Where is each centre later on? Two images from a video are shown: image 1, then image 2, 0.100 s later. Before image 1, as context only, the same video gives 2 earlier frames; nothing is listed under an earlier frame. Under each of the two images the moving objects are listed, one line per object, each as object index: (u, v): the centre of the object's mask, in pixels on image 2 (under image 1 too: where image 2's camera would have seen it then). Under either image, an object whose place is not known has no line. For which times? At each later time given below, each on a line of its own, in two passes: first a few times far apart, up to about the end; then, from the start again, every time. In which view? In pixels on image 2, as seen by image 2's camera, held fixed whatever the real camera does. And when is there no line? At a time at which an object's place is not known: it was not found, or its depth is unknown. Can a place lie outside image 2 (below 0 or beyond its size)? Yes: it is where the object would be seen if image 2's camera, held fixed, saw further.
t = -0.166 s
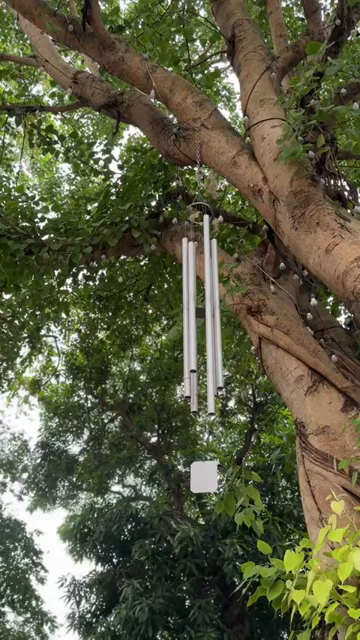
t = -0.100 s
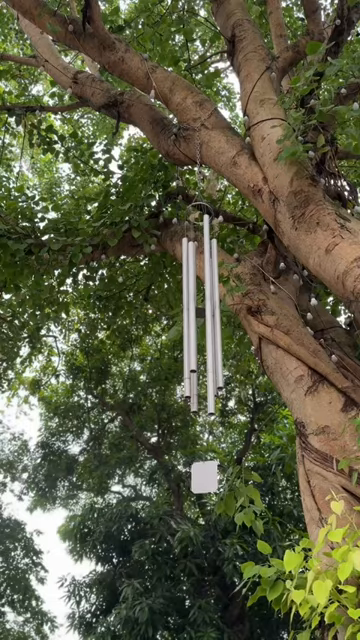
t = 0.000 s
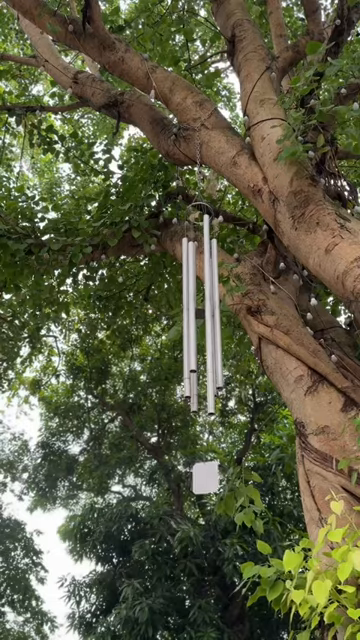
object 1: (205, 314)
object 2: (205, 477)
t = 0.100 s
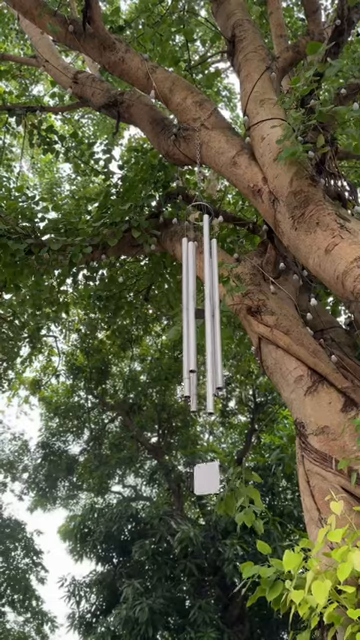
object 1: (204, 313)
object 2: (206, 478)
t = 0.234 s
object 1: (203, 313)
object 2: (207, 479)
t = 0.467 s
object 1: (203, 316)
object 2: (209, 479)
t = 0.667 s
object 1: (202, 316)
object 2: (209, 480)
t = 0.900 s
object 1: (200, 315)
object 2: (207, 480)
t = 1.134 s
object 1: (199, 314)
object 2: (202, 478)
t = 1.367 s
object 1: (199, 313)
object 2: (205, 475)
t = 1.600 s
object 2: (204, 472)
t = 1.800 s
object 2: (201, 471)
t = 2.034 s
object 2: (194, 470)
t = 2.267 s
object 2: (188, 471)
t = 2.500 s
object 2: (184, 473)
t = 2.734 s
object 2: (183, 474)
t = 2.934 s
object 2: (182, 476)
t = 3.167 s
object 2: (183, 476)
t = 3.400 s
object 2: (186, 476)
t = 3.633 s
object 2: (189, 475)
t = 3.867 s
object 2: (192, 473)
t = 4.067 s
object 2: (193, 471)
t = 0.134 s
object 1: (204, 314)
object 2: (207, 478)
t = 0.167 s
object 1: (204, 314)
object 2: (207, 478)
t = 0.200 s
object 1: (204, 315)
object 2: (207, 478)
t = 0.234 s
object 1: (203, 313)
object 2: (207, 479)
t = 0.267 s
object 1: (203, 315)
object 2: (207, 479)
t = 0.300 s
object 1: (203, 315)
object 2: (208, 479)
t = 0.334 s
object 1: (203, 315)
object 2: (208, 479)
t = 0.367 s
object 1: (203, 315)
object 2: (208, 479)
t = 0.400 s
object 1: (203, 315)
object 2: (208, 479)
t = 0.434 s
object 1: (203, 315)
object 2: (208, 479)
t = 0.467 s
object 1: (203, 316)
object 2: (209, 479)
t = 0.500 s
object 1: (202, 314)
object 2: (209, 479)
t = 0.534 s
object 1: (202, 314)
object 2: (209, 480)
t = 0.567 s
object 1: (202, 314)
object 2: (209, 480)
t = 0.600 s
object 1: (202, 316)
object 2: (209, 480)
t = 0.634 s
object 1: (202, 315)
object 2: (209, 480)
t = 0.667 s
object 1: (202, 316)
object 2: (209, 480)
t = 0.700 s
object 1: (202, 316)
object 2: (209, 480)
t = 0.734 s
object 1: (202, 316)
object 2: (208, 480)
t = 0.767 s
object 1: (202, 316)
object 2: (208, 480)
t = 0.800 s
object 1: (202, 316)
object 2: (208, 480)
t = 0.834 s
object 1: (200, 316)
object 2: (208, 480)
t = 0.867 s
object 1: (200, 315)
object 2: (207, 480)
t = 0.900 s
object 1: (200, 315)
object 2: (207, 480)
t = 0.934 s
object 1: (200, 316)
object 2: (207, 480)
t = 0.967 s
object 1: (200, 315)
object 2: (207, 480)
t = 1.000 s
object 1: (200, 316)
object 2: (203, 480)
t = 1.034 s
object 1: (199, 315)
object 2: (203, 477)
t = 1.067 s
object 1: (199, 315)
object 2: (202, 477)
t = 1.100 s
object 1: (199, 314)
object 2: (202, 479)
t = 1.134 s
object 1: (199, 314)
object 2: (202, 478)
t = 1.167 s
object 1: (199, 314)
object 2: (202, 477)
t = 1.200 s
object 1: (199, 313)
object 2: (202, 477)
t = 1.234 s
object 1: (199, 313)
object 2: (201, 476)
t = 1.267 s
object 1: (199, 313)
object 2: (201, 476)
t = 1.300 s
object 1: (199, 313)
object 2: (201, 476)
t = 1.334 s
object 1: (199, 312)
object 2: (200, 475)
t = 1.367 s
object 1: (199, 313)
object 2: (205, 475)
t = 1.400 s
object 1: (199, 313)
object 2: (204, 475)
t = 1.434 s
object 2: (205, 474)
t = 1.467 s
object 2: (205, 473)
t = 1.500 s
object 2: (205, 473)
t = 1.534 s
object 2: (205, 473)
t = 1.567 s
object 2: (205, 473)
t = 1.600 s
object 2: (204, 472)
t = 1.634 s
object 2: (204, 472)
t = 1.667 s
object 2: (203, 472)
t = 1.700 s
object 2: (203, 472)
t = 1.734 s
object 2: (202, 471)
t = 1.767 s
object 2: (201, 471)
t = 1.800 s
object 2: (201, 471)
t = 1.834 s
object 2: (199, 471)
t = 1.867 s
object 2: (199, 470)
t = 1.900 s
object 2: (198, 470)
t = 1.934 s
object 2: (197, 470)
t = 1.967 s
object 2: (196, 470)
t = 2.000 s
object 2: (195, 470)
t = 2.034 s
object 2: (194, 470)
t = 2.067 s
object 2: (193, 470)
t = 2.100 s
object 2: (192, 470)
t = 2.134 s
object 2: (191, 471)
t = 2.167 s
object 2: (190, 471)
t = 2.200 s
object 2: (190, 471)
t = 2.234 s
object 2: (189, 471)
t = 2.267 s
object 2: (188, 471)
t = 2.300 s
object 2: (188, 471)
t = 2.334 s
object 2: (187, 472)
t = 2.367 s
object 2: (186, 472)
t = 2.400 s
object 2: (186, 472)
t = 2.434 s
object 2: (185, 472)
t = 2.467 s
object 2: (185, 473)
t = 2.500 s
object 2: (184, 473)
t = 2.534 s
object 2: (184, 473)
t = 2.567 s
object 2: (183, 474)
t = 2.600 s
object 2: (183, 474)
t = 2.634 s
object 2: (183, 474)
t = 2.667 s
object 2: (183, 474)
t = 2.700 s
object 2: (183, 474)
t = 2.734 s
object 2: (183, 474)
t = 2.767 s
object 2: (183, 475)
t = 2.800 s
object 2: (182, 475)
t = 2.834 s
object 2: (183, 475)
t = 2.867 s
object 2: (182, 475)
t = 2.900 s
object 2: (182, 476)
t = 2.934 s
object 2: (182, 476)
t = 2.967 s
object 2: (183, 476)
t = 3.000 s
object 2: (183, 476)
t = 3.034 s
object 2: (183, 476)
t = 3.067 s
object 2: (183, 476)
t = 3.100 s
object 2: (183, 476)
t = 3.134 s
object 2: (183, 476)
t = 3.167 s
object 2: (183, 476)
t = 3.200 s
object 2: (183, 476)
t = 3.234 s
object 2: (184, 476)
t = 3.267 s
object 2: (184, 476)
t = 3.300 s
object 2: (185, 476)
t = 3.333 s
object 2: (185, 476)
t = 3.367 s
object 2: (185, 476)
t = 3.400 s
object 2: (186, 476)
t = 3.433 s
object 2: (186, 476)
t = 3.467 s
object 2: (187, 476)
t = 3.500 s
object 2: (188, 475)
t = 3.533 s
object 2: (188, 475)
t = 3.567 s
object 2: (188, 475)
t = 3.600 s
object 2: (189, 475)
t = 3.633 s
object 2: (189, 475)
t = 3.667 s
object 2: (190, 474)
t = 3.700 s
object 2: (191, 474)
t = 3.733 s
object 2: (191, 474)
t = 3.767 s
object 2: (191, 474)
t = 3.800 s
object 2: (192, 474)
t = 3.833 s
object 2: (192, 473)
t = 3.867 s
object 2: (192, 473)
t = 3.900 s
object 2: (192, 473)
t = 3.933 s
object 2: (193, 473)
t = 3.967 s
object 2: (193, 472)
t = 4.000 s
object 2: (193, 472)
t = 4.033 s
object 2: (193, 472)
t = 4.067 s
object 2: (193, 471)
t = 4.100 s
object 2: (193, 471)
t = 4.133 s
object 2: (194, 471)
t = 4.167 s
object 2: (193, 471)
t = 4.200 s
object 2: (193, 471)
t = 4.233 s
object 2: (193, 471)
